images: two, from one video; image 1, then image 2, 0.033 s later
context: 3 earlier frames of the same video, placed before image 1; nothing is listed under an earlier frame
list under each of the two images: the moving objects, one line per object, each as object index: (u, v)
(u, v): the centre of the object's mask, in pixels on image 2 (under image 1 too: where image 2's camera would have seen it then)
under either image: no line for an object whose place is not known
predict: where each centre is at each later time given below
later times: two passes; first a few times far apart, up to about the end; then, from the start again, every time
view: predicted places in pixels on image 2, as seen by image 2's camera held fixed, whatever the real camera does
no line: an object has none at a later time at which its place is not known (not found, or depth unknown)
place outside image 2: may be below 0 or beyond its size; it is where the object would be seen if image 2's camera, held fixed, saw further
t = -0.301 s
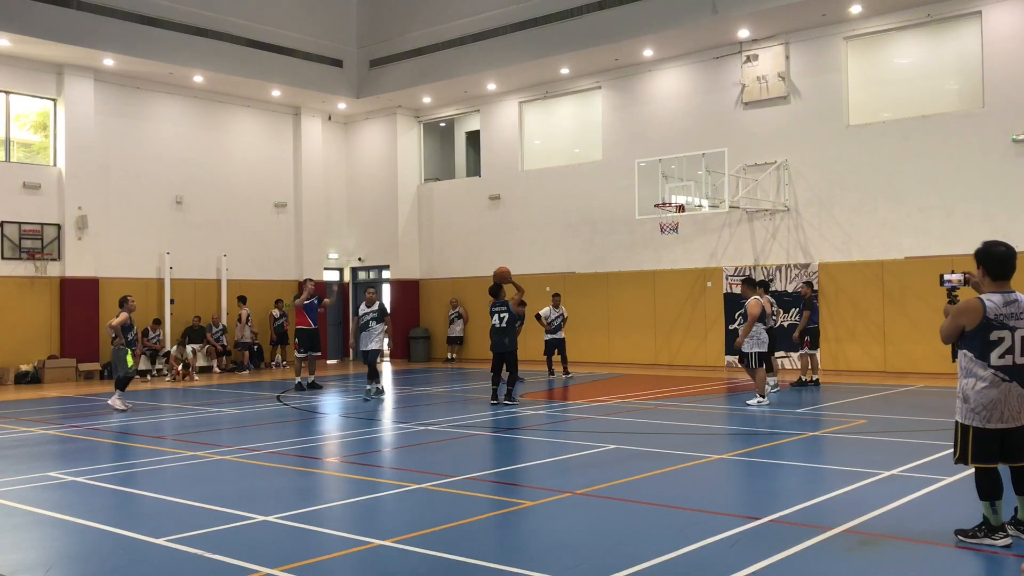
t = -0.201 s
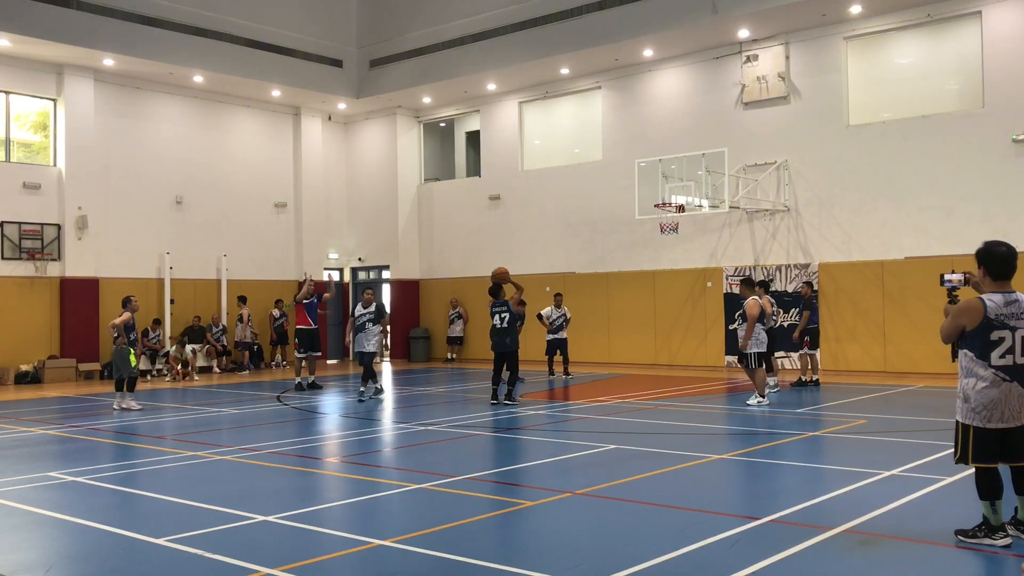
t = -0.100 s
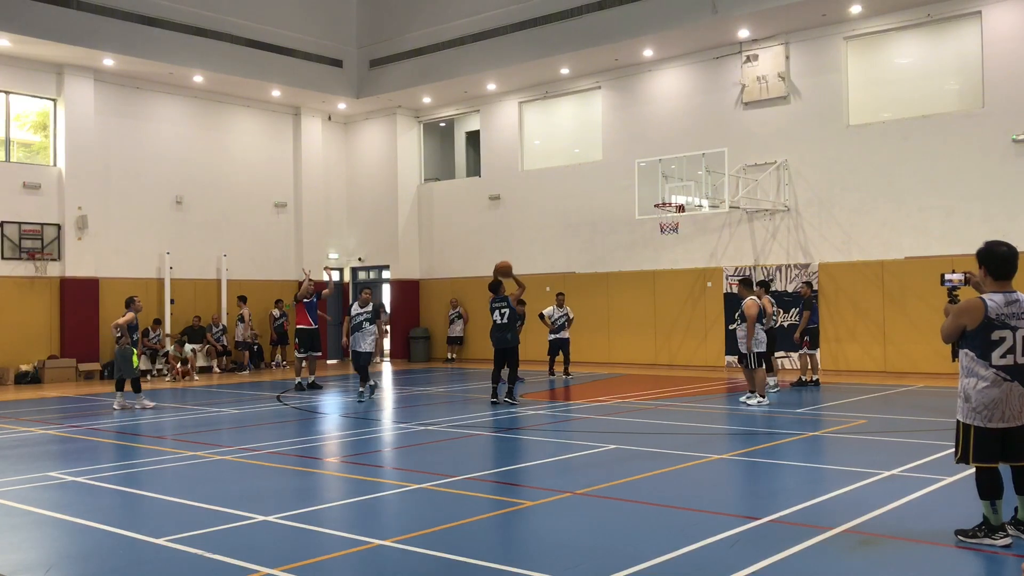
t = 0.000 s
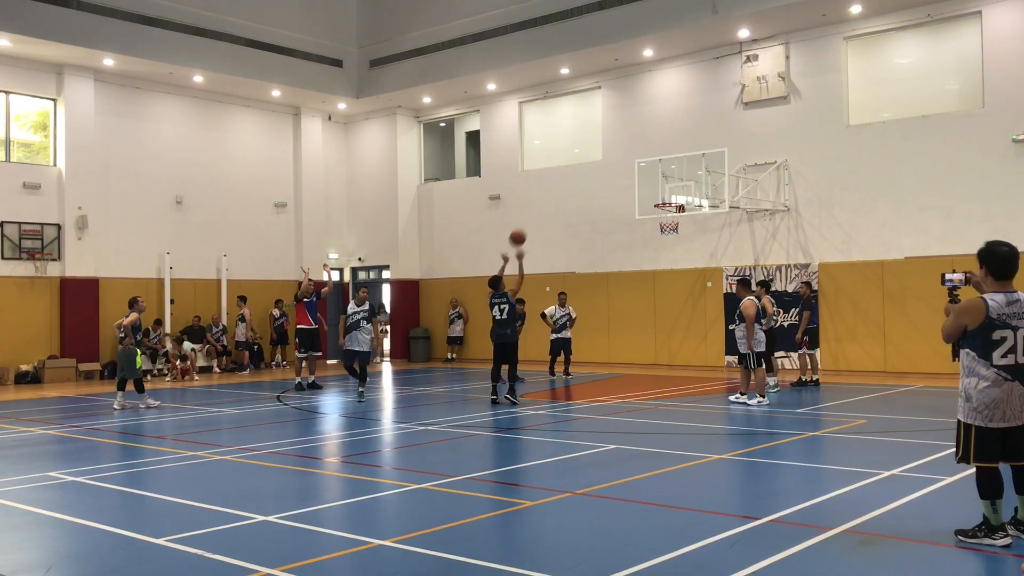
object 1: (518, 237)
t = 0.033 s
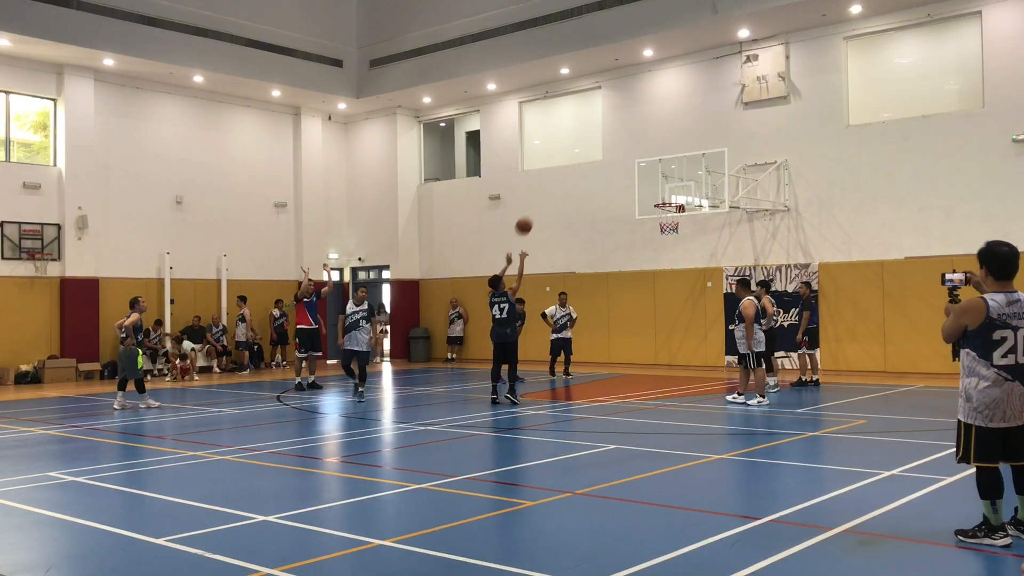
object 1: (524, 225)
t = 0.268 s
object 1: (565, 167)
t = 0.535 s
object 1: (608, 147)
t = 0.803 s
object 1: (648, 170)
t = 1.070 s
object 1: (672, 188)
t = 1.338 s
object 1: (681, 181)
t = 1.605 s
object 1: (692, 220)
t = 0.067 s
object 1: (530, 214)
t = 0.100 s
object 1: (536, 204)
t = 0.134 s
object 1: (542, 195)
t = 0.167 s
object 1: (548, 186)
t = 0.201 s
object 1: (554, 179)
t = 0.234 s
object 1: (560, 172)
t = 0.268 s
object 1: (565, 167)
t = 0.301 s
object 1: (571, 161)
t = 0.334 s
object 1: (576, 157)
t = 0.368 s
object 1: (582, 154)
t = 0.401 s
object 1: (588, 151)
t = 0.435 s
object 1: (593, 149)
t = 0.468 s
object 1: (598, 147)
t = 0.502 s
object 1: (603, 147)
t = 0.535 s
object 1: (608, 147)
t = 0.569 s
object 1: (614, 147)
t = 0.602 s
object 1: (619, 149)
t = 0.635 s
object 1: (624, 151)
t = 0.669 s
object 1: (629, 153)
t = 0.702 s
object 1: (633, 156)
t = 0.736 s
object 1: (638, 160)
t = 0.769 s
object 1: (643, 165)
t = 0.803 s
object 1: (648, 170)
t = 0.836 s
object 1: (652, 175)
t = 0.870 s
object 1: (657, 182)
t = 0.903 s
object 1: (661, 188)
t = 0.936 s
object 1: (666, 195)
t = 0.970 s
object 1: (669, 200)
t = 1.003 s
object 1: (670, 196)
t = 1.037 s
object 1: (671, 192)
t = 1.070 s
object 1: (672, 188)
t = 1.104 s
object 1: (673, 185)
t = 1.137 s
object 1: (674, 183)
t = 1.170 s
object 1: (675, 180)
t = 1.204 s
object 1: (676, 179)
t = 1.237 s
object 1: (678, 178)
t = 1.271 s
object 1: (679, 178)
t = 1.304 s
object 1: (680, 179)
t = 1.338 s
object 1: (681, 181)
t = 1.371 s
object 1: (682, 183)
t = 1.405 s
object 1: (684, 186)
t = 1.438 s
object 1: (685, 190)
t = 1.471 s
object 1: (686, 194)
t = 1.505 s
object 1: (687, 199)
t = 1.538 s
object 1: (689, 206)
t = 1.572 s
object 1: (690, 213)
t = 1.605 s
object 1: (692, 220)
